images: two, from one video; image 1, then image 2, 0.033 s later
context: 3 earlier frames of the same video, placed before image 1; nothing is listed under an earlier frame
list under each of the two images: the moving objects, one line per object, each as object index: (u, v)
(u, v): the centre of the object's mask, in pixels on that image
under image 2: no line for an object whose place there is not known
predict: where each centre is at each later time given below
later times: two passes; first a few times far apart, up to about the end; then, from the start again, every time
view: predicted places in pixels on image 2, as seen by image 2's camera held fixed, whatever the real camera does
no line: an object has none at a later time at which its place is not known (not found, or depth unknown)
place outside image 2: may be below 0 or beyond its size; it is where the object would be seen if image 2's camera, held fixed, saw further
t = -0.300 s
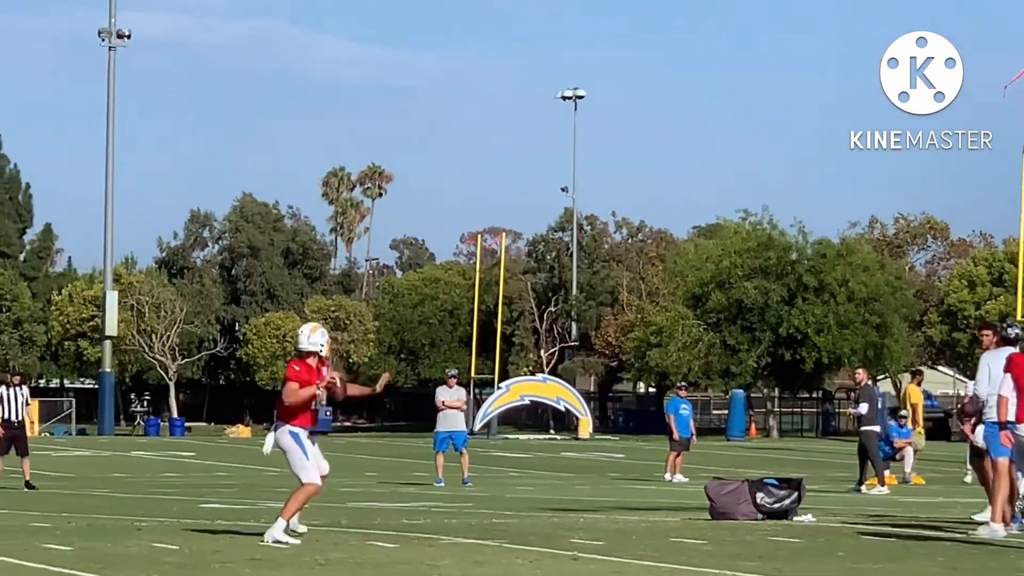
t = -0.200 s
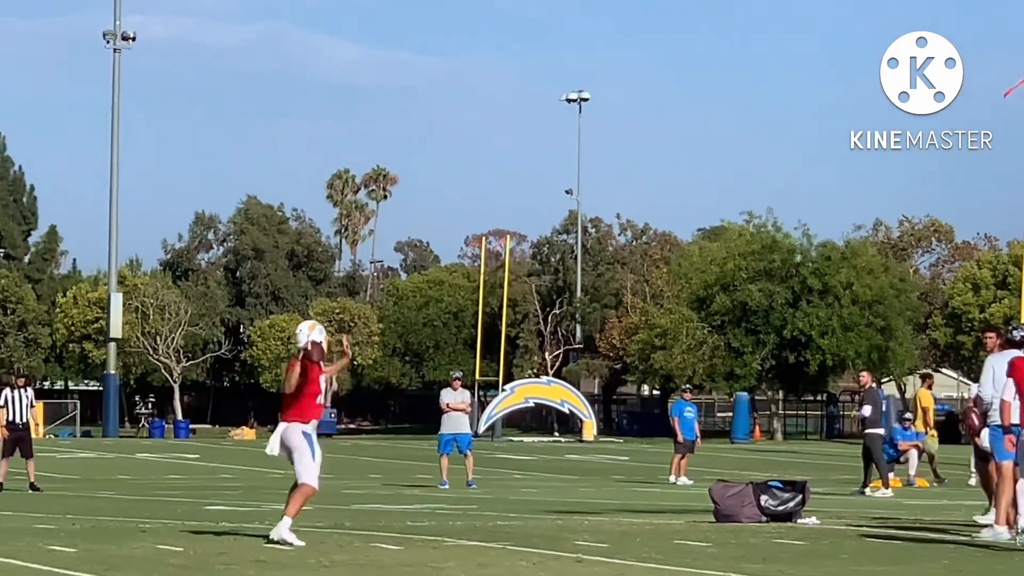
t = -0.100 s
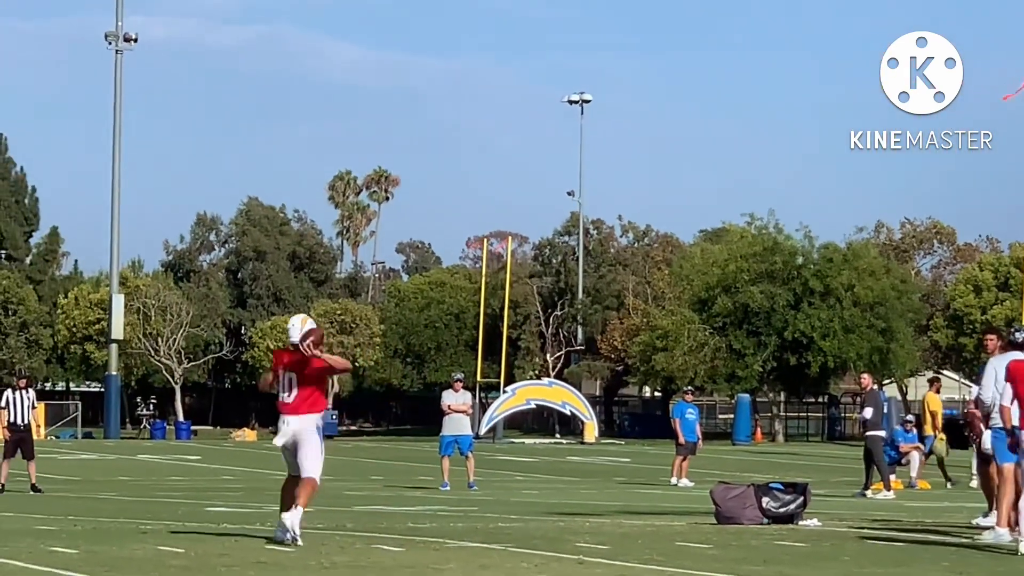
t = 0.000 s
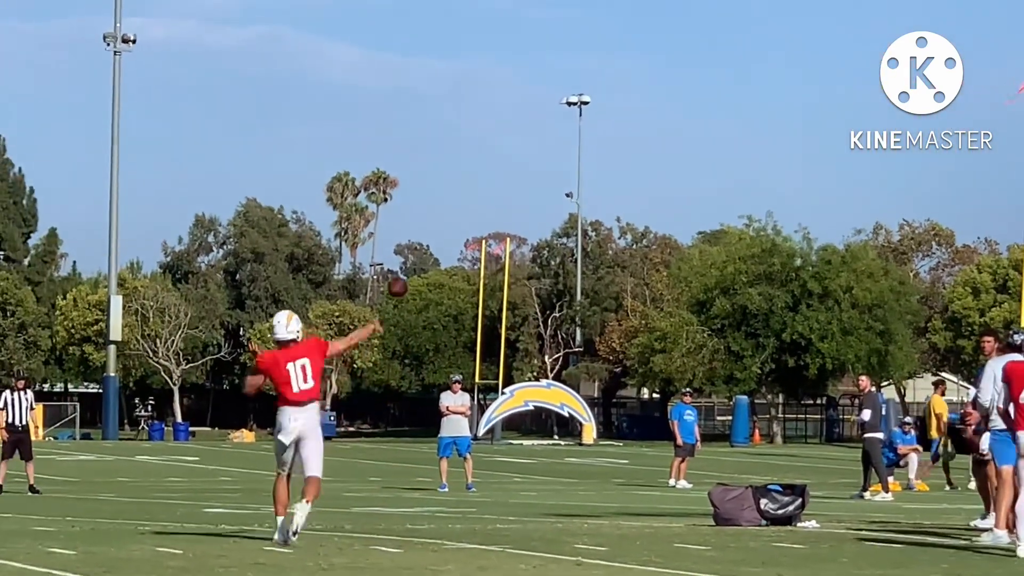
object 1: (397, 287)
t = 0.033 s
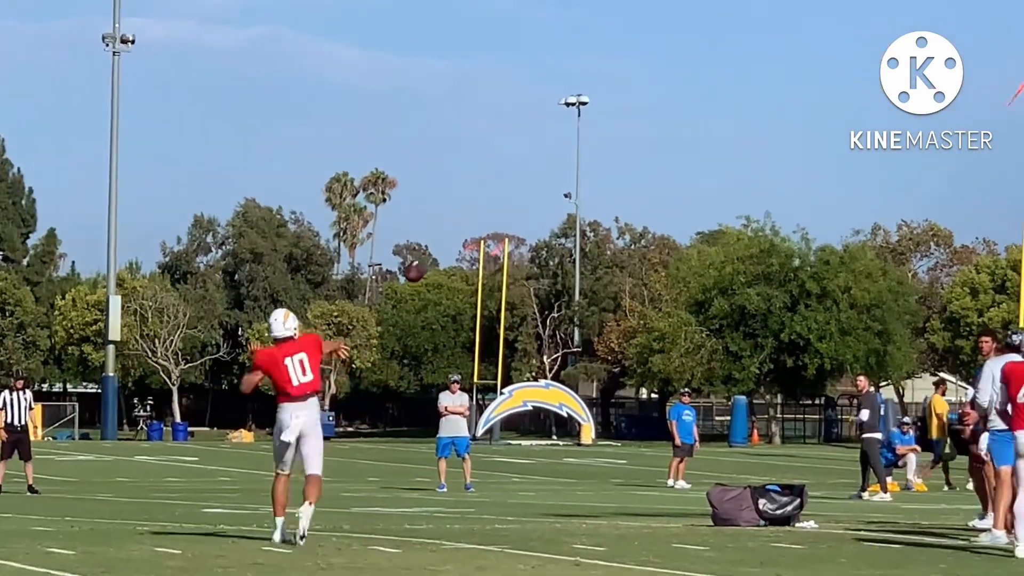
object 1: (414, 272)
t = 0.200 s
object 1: (494, 217)
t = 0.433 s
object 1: (580, 193)
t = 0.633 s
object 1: (638, 204)
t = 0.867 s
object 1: (697, 247)
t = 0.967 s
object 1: (720, 275)
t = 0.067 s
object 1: (432, 257)
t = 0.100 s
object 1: (449, 246)
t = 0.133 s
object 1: (464, 235)
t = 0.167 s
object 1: (479, 225)
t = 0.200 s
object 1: (494, 217)
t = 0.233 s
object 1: (507, 210)
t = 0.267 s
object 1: (521, 205)
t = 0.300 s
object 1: (533, 201)
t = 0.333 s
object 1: (546, 197)
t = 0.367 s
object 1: (558, 195)
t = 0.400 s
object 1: (569, 193)
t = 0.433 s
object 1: (580, 193)
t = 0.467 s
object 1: (590, 192)
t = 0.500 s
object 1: (600, 193)
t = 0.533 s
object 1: (610, 195)
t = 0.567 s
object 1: (620, 197)
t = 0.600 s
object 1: (629, 201)
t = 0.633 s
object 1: (638, 204)
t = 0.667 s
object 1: (647, 209)
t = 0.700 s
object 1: (656, 214)
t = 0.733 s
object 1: (665, 219)
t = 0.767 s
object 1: (673, 226)
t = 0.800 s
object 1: (681, 232)
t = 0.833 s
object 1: (690, 239)
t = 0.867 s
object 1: (697, 247)
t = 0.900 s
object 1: (705, 255)
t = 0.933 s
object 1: (714, 265)
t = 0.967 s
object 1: (720, 275)
